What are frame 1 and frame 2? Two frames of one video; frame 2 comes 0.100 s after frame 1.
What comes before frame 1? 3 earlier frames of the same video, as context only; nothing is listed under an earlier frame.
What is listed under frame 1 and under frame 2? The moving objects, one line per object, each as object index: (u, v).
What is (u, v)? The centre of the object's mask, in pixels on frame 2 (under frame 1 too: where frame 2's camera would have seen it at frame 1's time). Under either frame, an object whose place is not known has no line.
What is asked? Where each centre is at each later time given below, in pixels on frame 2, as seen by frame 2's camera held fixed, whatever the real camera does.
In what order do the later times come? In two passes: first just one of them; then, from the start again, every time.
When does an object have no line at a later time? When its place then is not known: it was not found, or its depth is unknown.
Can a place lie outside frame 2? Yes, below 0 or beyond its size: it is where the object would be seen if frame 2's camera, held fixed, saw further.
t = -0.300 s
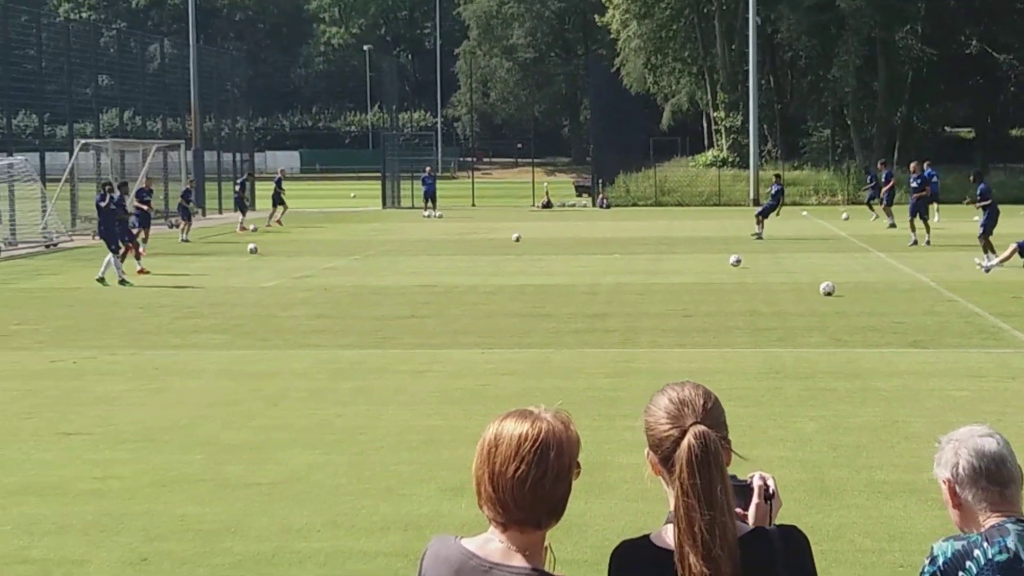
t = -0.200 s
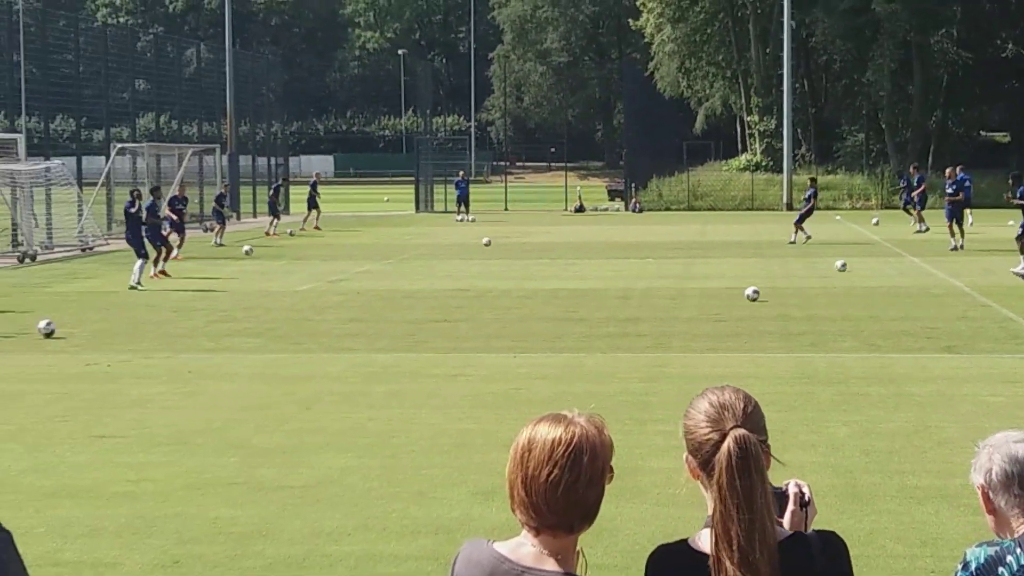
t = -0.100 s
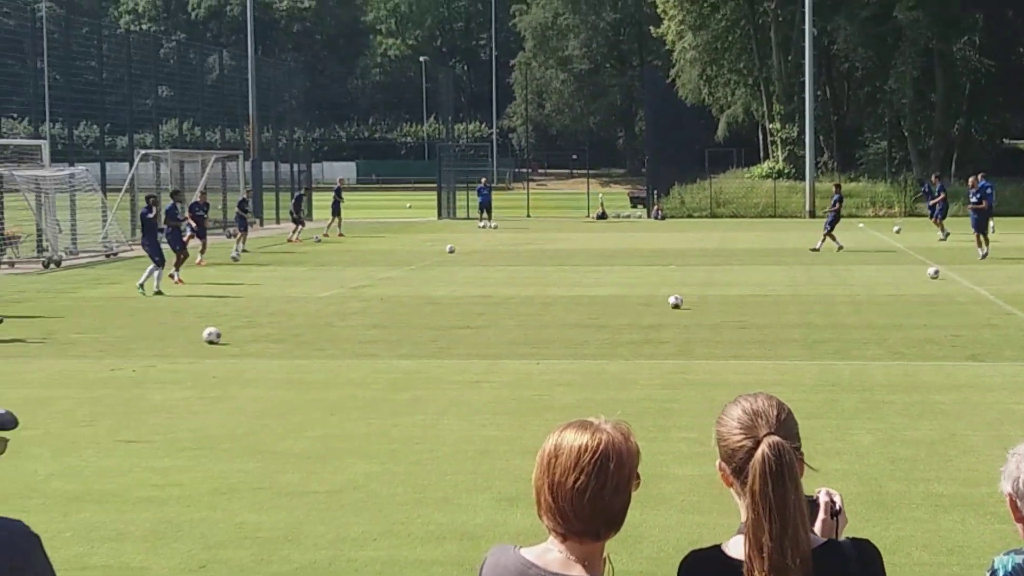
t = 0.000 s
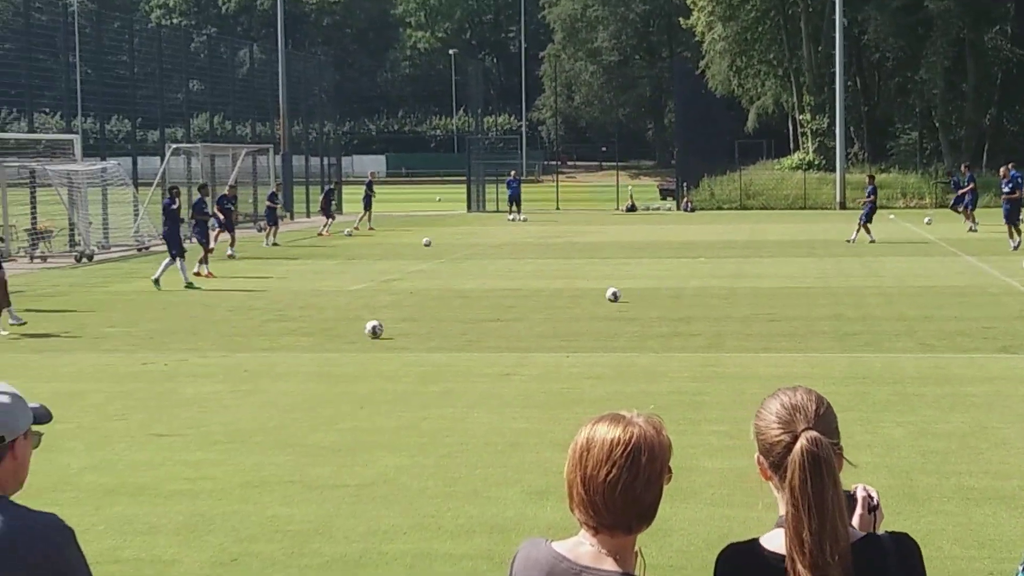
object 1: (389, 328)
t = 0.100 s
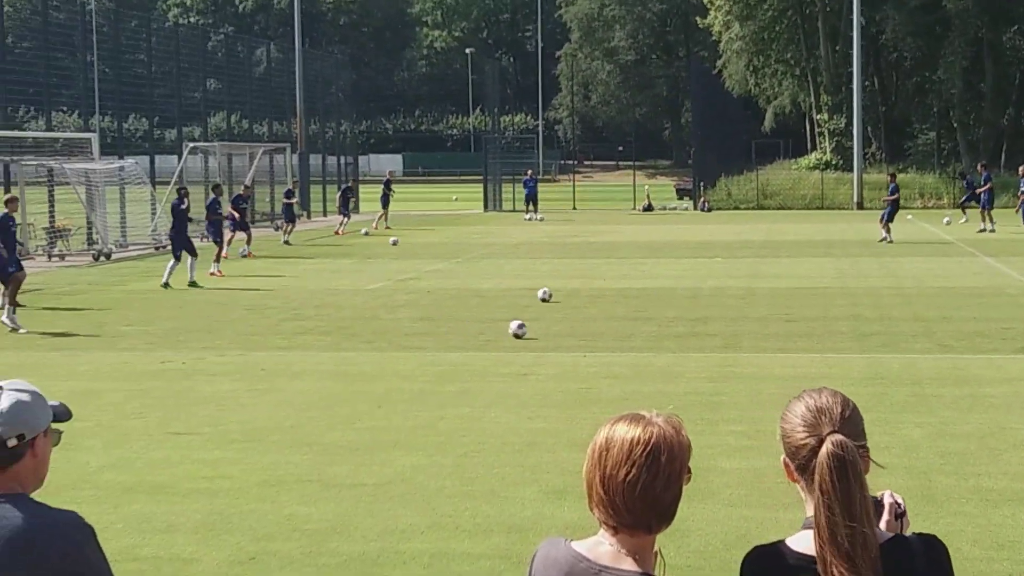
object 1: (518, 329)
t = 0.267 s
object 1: (718, 328)
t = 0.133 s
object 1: (559, 328)
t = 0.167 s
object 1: (601, 329)
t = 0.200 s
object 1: (640, 330)
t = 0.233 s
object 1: (678, 330)
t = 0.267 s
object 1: (718, 328)
